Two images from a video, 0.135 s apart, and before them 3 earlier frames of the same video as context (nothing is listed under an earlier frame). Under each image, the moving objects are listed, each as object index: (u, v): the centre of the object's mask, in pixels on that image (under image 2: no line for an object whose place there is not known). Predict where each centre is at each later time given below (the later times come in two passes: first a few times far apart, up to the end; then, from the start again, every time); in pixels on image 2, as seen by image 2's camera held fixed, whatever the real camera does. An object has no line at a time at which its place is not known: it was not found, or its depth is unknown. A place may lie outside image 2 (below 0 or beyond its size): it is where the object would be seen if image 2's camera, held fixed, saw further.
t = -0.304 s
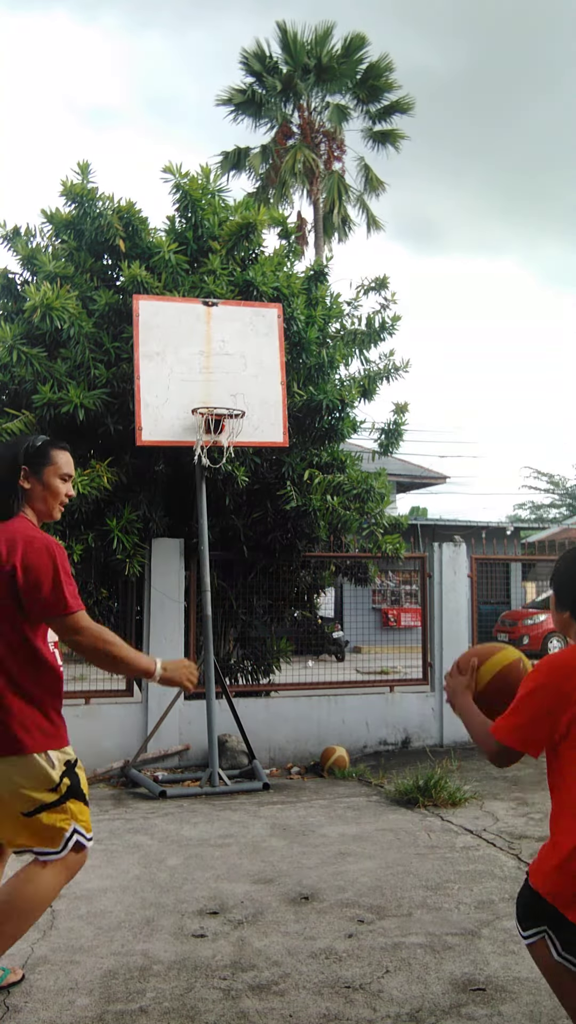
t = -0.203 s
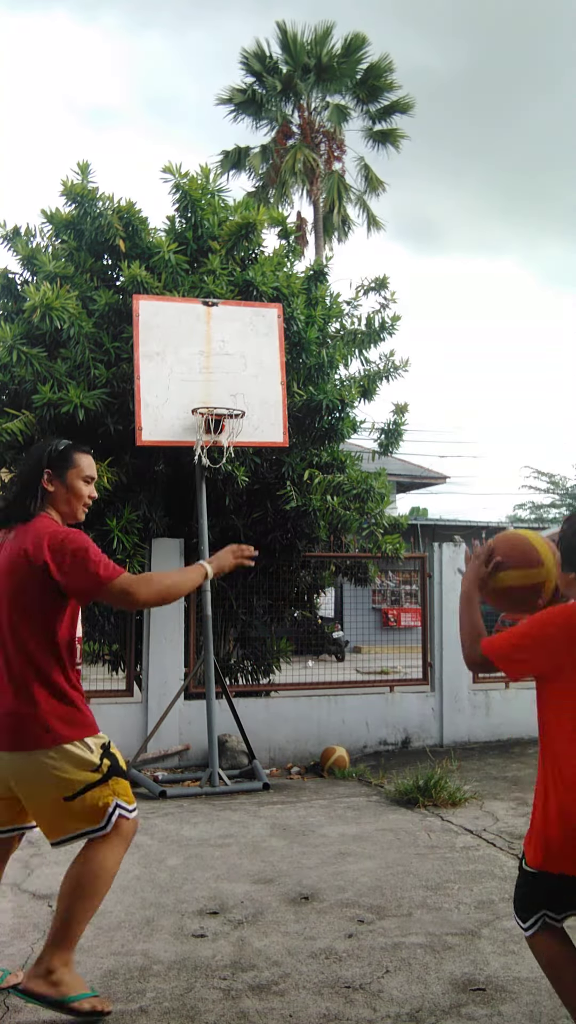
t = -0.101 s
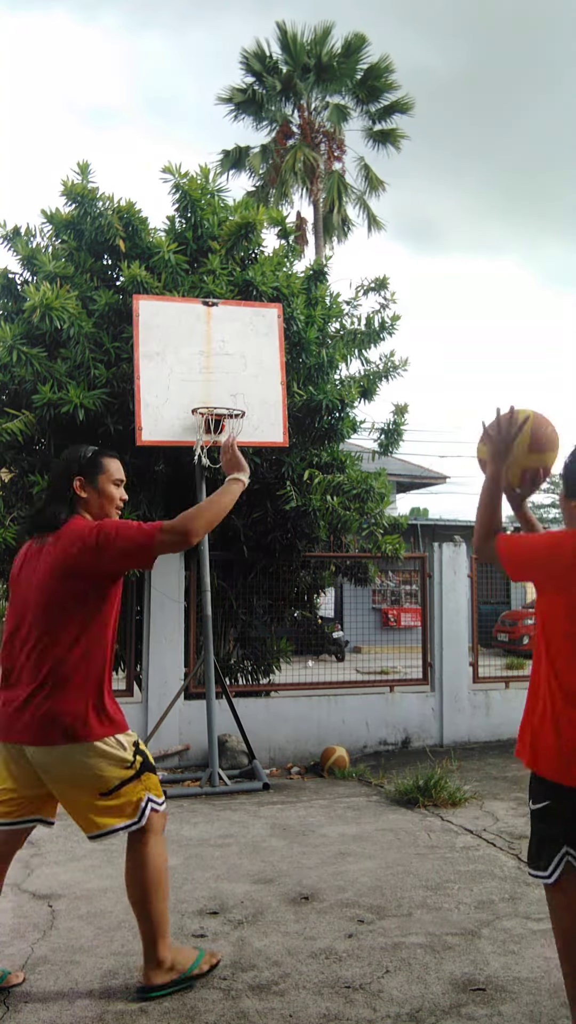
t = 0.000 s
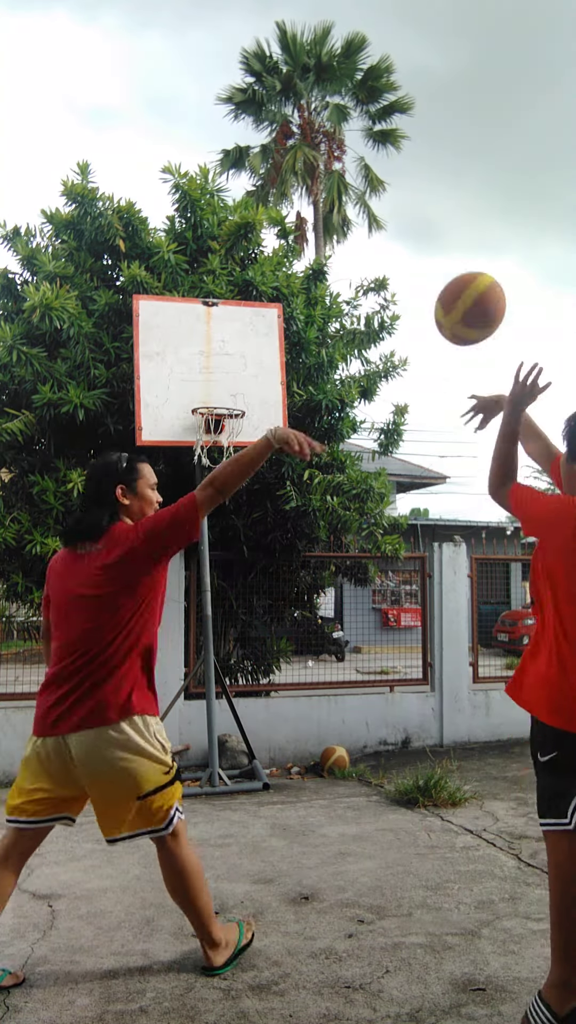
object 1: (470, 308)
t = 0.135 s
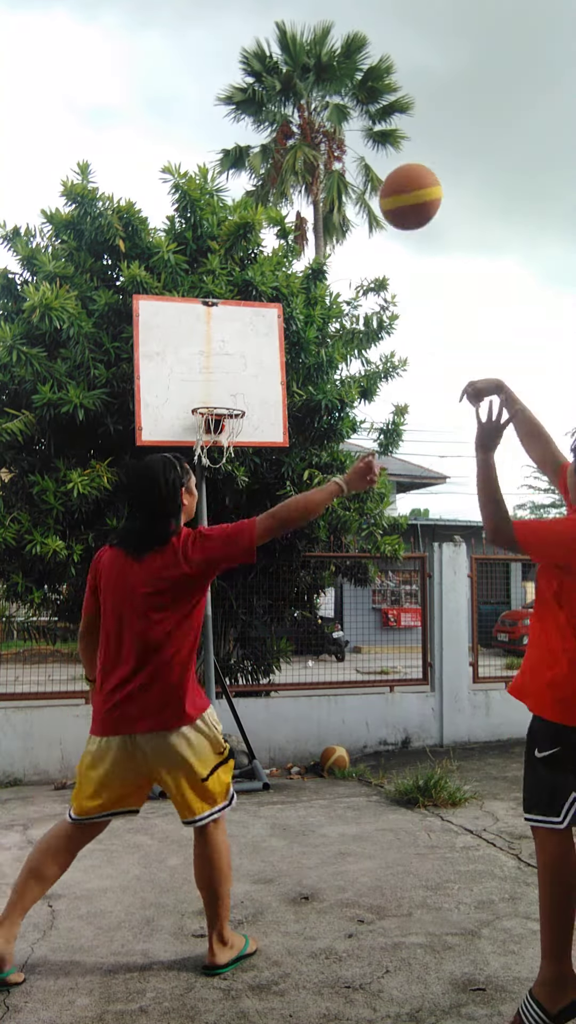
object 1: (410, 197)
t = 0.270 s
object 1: (365, 151)
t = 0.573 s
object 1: (291, 195)
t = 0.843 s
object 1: (244, 341)
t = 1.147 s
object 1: (240, 413)
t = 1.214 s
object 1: (241, 433)
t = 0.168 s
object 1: (397, 180)
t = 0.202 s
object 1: (385, 167)
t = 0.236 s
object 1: (375, 158)
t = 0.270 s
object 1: (365, 151)
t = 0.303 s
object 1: (355, 147)
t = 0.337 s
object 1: (346, 146)
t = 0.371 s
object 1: (336, 148)
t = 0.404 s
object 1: (327, 152)
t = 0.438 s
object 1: (320, 156)
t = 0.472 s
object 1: (313, 164)
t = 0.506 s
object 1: (305, 172)
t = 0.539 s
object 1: (298, 183)
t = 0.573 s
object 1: (291, 195)
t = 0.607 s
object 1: (284, 209)
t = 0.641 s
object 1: (278, 224)
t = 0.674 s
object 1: (272, 240)
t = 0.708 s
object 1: (266, 258)
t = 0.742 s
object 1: (260, 277)
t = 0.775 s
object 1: (255, 297)
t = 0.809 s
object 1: (250, 318)
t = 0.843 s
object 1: (244, 341)
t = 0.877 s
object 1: (239, 364)
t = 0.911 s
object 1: (238, 379)
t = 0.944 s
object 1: (239, 391)
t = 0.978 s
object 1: (240, 397)
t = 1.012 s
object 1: (239, 400)
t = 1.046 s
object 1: (239, 400)
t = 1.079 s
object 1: (240, 402)
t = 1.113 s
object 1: (240, 406)
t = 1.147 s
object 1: (240, 413)
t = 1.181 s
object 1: (241, 421)
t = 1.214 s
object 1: (241, 433)
